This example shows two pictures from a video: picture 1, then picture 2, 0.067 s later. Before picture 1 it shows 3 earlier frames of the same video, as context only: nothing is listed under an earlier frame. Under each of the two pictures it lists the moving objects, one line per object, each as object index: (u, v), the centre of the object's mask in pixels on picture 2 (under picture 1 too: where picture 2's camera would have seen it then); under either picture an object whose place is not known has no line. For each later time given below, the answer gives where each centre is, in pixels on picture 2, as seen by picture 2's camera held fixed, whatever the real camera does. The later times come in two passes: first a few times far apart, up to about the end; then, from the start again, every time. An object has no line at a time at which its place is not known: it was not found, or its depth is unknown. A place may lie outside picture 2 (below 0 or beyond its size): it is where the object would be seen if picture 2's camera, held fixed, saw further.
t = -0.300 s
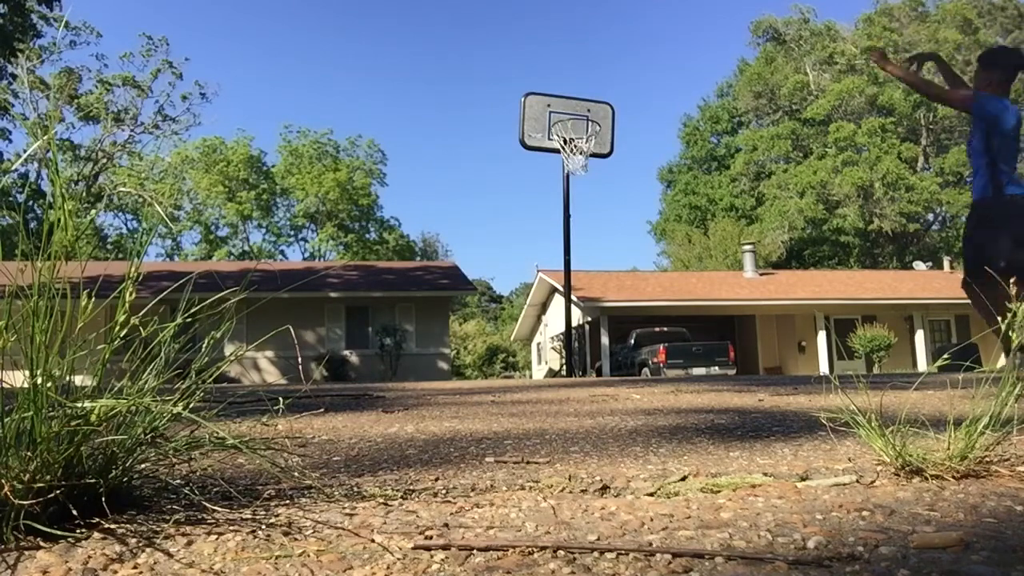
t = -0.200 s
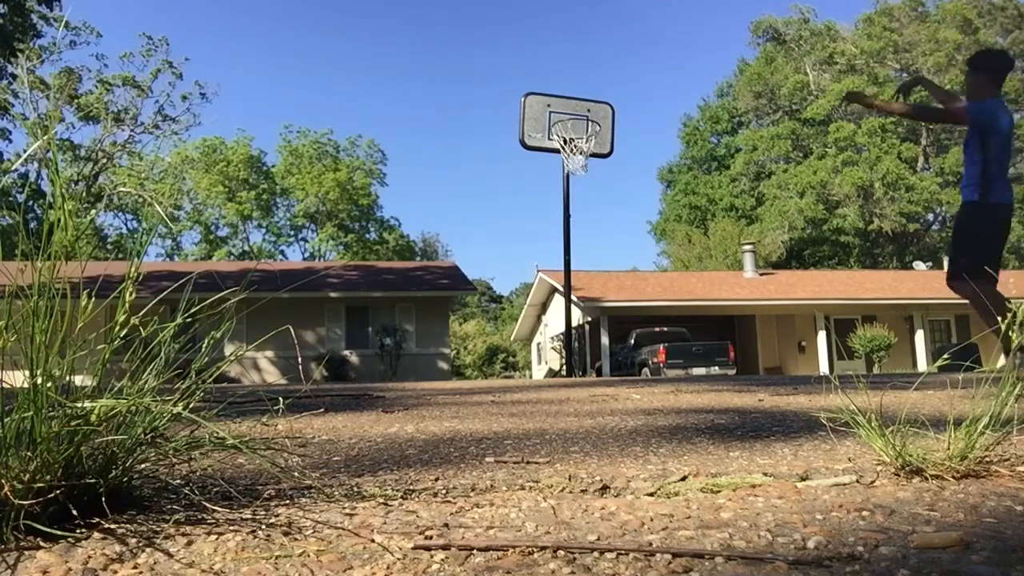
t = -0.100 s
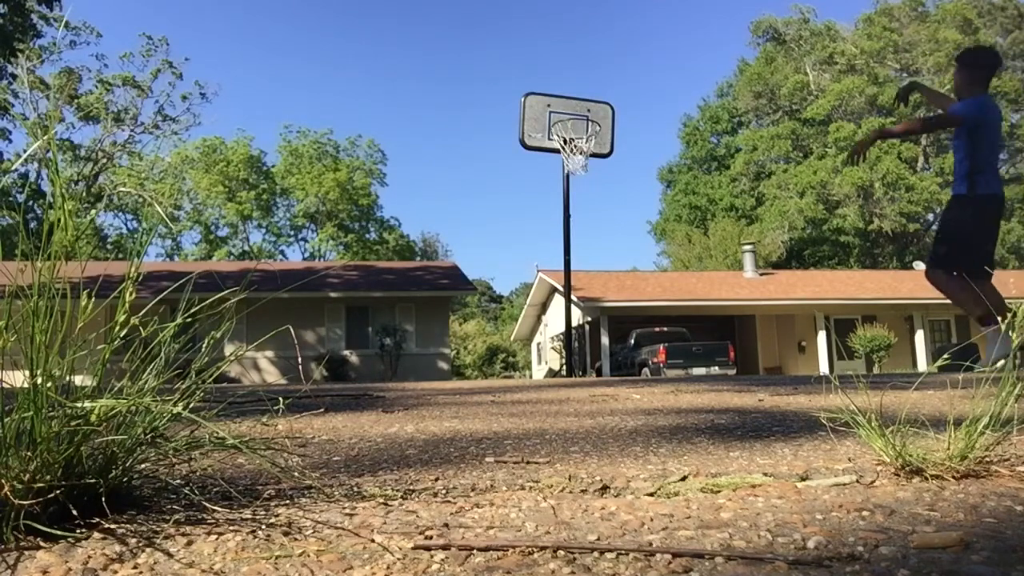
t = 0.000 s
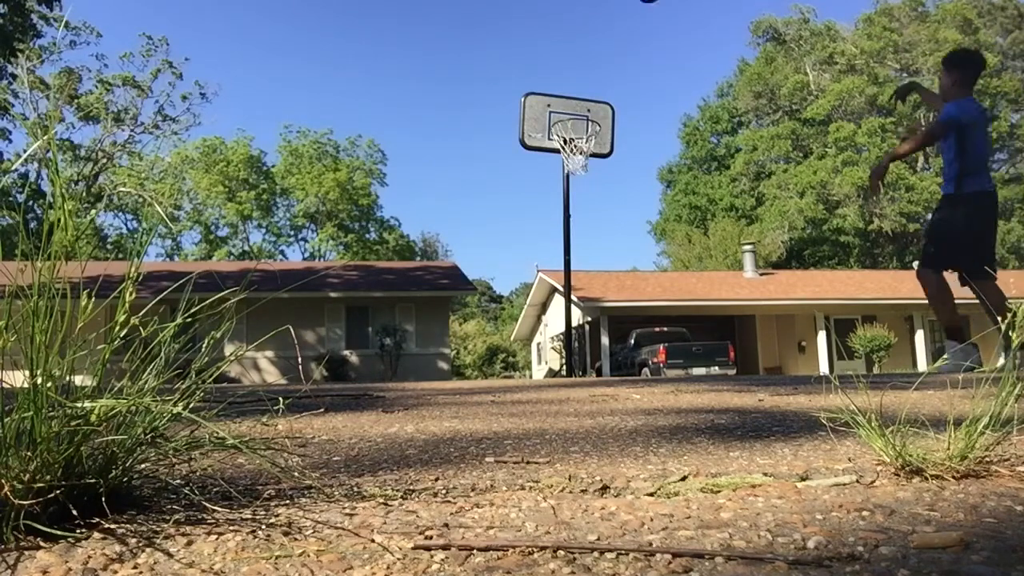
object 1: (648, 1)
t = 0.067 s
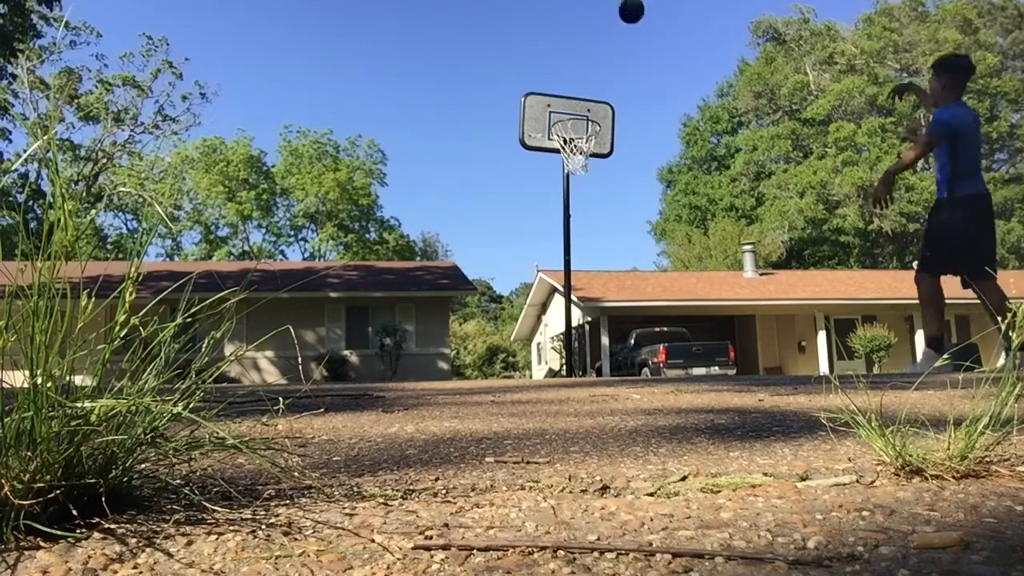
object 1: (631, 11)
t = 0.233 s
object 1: (593, 74)
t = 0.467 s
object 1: (577, 129)
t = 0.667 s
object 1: (572, 177)
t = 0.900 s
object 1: (572, 264)
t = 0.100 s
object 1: (623, 22)
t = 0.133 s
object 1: (615, 33)
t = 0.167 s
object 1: (607, 46)
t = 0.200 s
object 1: (600, 60)
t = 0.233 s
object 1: (593, 74)
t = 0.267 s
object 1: (586, 89)
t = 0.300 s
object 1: (580, 103)
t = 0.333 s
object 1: (576, 122)
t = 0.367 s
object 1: (576, 128)
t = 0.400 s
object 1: (577, 127)
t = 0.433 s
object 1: (577, 128)
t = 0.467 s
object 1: (577, 129)
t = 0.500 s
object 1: (575, 134)
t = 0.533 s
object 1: (574, 142)
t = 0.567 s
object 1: (572, 148)
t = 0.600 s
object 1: (574, 155)
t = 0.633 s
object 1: (573, 169)
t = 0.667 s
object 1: (572, 177)
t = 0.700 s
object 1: (572, 187)
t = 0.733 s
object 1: (572, 197)
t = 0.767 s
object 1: (572, 208)
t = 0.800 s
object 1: (572, 221)
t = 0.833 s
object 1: (572, 234)
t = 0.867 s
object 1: (572, 249)
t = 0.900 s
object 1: (572, 264)
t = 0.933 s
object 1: (572, 280)
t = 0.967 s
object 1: (573, 297)
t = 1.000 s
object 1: (573, 315)
